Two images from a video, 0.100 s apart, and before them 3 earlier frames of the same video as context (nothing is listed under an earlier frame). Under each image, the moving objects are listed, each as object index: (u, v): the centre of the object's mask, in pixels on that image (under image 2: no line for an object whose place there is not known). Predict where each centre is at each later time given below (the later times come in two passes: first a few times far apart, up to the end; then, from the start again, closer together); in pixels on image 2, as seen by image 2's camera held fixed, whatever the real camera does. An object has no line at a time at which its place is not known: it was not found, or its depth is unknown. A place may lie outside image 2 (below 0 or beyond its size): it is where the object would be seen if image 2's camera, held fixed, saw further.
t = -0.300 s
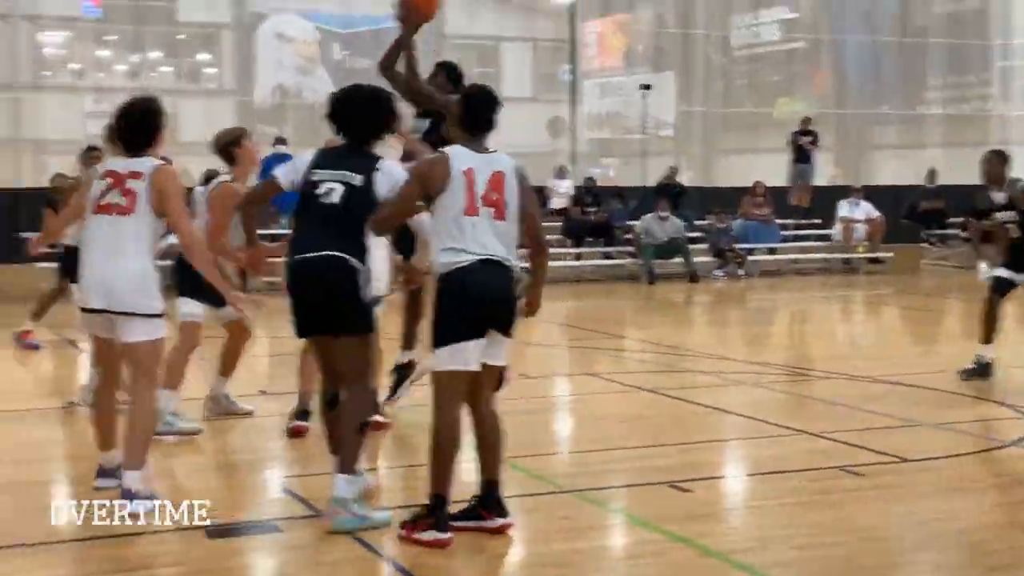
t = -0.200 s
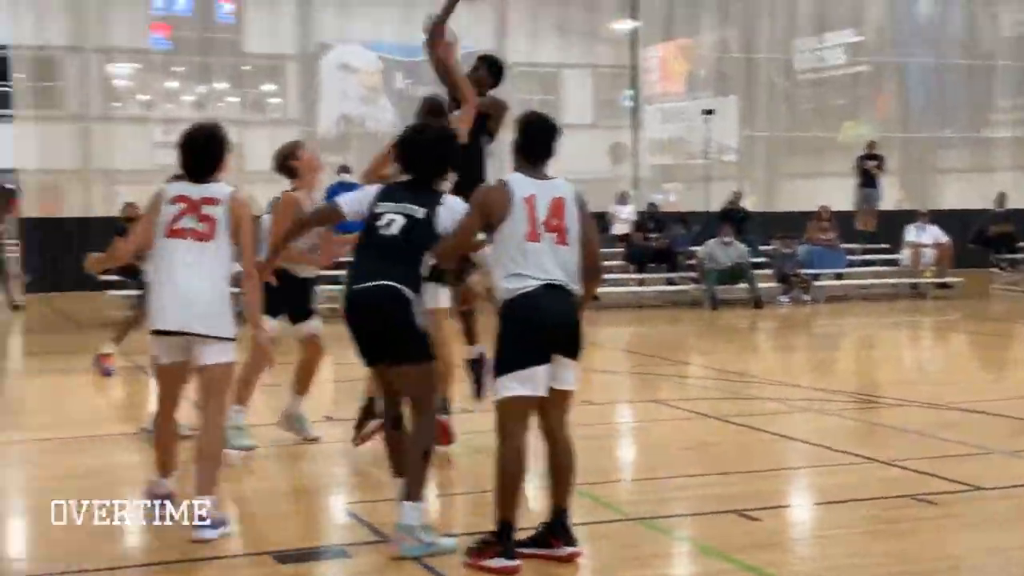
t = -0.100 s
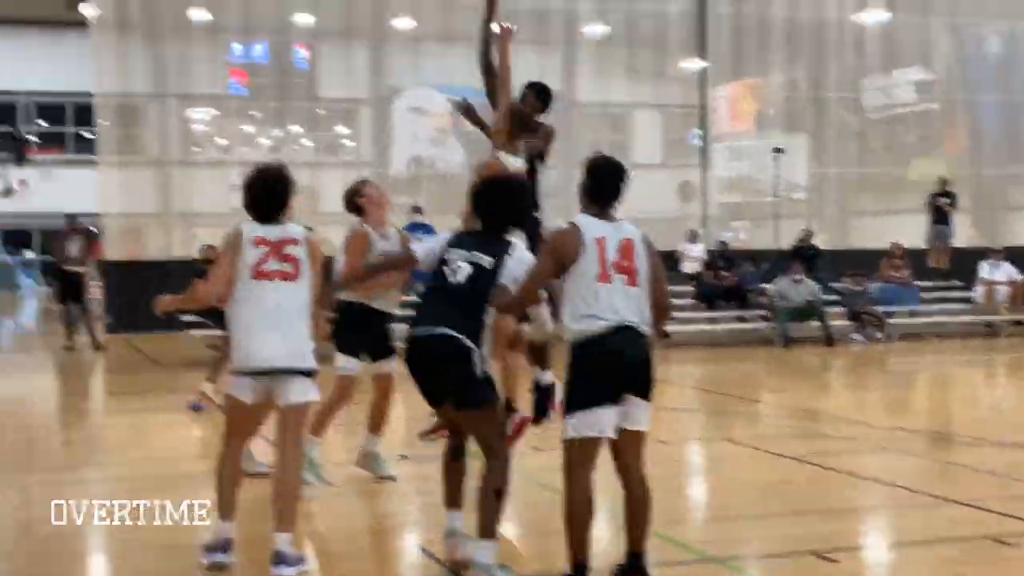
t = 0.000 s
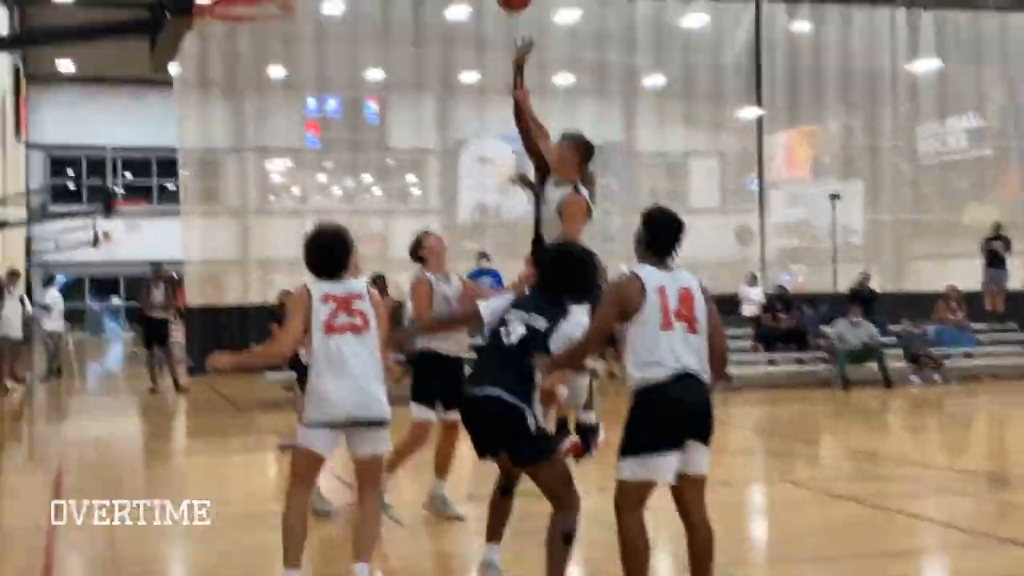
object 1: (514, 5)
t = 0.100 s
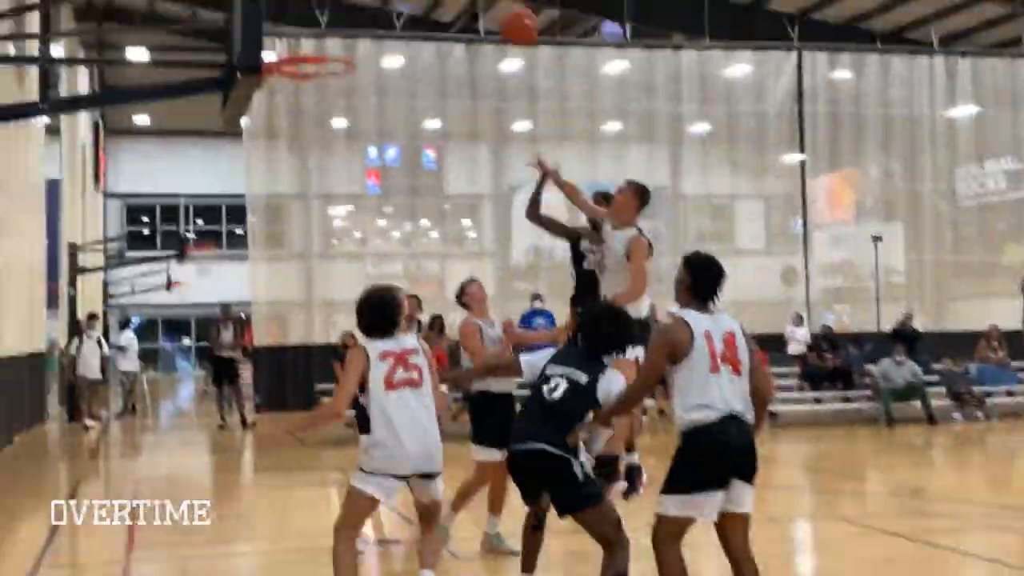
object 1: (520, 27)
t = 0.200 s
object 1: (474, 24)
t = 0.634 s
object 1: (464, 131)
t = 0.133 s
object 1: (504, 24)
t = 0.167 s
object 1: (489, 22)
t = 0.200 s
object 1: (474, 24)
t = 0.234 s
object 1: (458, 26)
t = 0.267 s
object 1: (440, 27)
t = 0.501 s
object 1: (402, 84)
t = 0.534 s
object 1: (418, 93)
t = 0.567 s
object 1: (434, 105)
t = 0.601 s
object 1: (449, 117)
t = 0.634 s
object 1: (464, 131)
